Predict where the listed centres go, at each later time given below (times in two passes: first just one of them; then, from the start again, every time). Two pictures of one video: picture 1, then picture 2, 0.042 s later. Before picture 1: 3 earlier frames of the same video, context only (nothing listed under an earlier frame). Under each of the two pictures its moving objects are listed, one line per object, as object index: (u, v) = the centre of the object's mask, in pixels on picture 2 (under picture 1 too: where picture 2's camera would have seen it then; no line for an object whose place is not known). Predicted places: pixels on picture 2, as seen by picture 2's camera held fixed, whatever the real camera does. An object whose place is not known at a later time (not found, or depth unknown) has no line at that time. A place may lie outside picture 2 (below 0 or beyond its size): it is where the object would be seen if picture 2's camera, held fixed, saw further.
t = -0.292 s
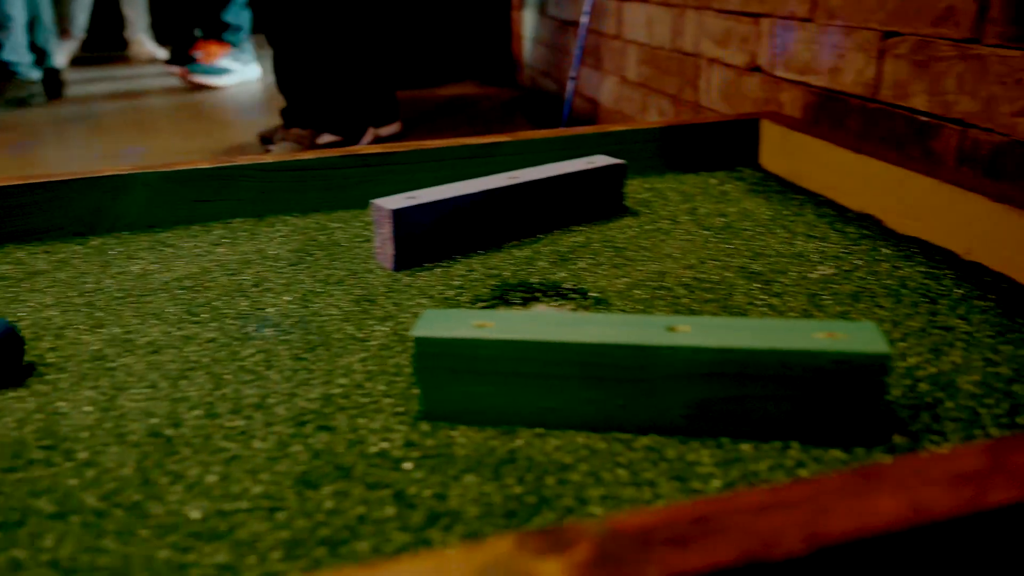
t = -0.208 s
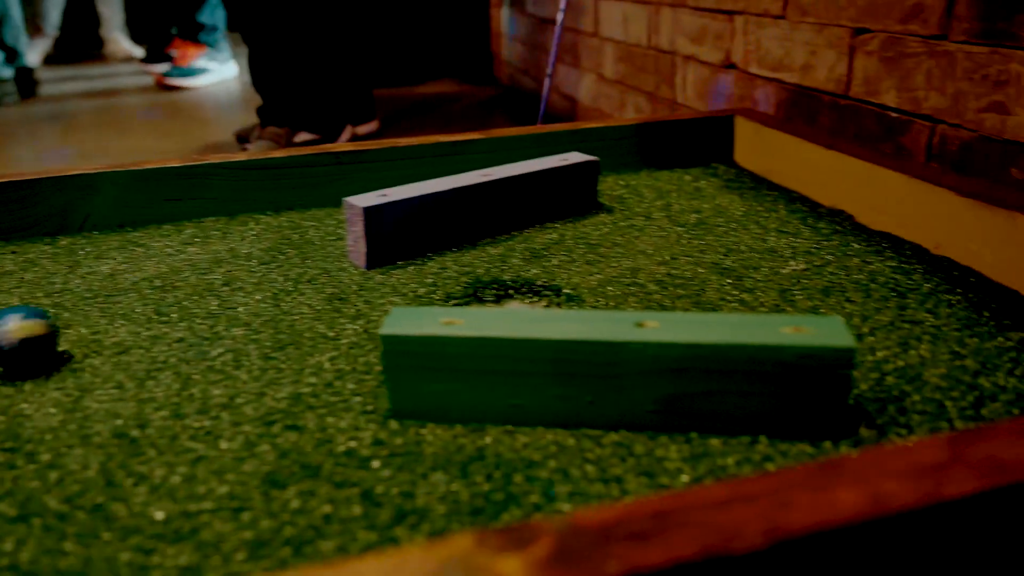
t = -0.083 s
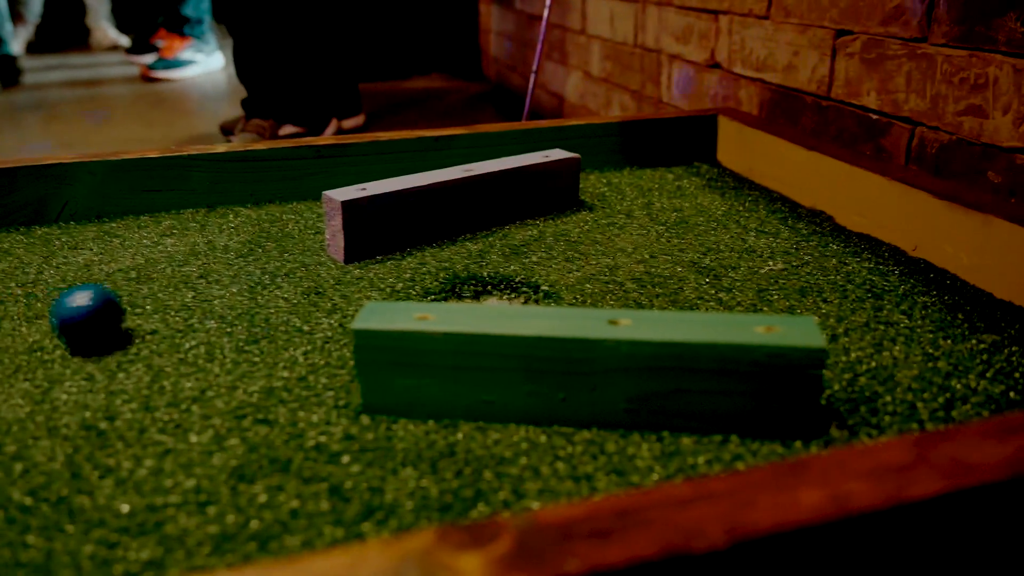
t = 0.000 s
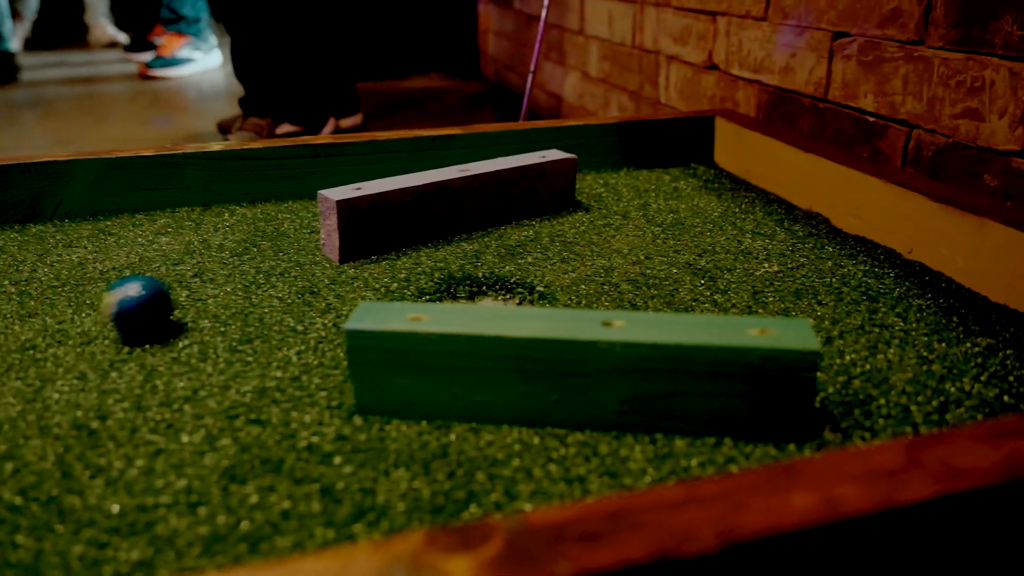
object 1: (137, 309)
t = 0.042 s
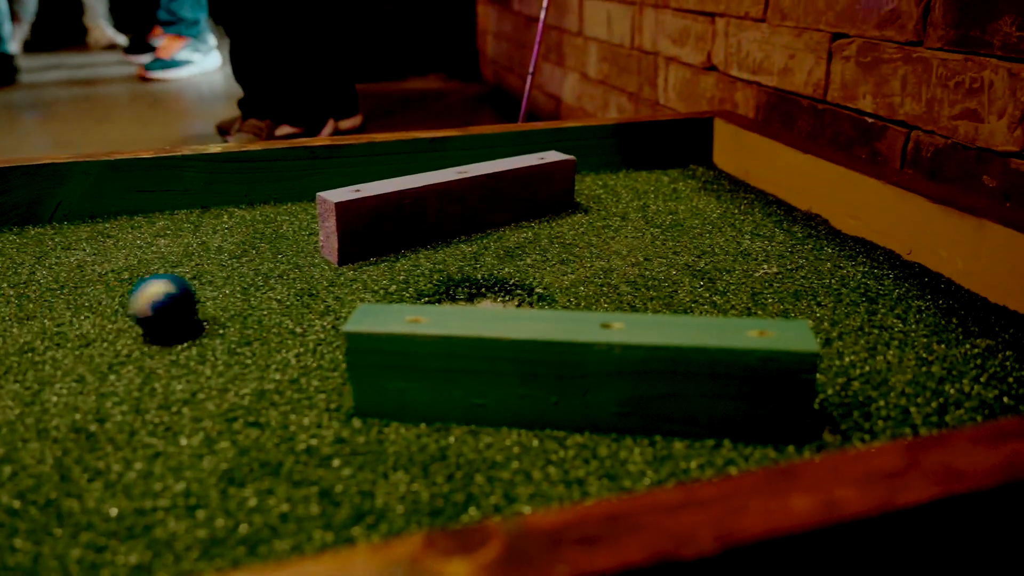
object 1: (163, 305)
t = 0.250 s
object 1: (273, 293)
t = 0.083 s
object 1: (188, 302)
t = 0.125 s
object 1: (210, 300)
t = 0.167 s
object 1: (231, 296)
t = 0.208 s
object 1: (251, 295)
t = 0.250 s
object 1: (273, 293)
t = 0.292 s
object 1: (292, 291)
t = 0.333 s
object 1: (309, 288)
